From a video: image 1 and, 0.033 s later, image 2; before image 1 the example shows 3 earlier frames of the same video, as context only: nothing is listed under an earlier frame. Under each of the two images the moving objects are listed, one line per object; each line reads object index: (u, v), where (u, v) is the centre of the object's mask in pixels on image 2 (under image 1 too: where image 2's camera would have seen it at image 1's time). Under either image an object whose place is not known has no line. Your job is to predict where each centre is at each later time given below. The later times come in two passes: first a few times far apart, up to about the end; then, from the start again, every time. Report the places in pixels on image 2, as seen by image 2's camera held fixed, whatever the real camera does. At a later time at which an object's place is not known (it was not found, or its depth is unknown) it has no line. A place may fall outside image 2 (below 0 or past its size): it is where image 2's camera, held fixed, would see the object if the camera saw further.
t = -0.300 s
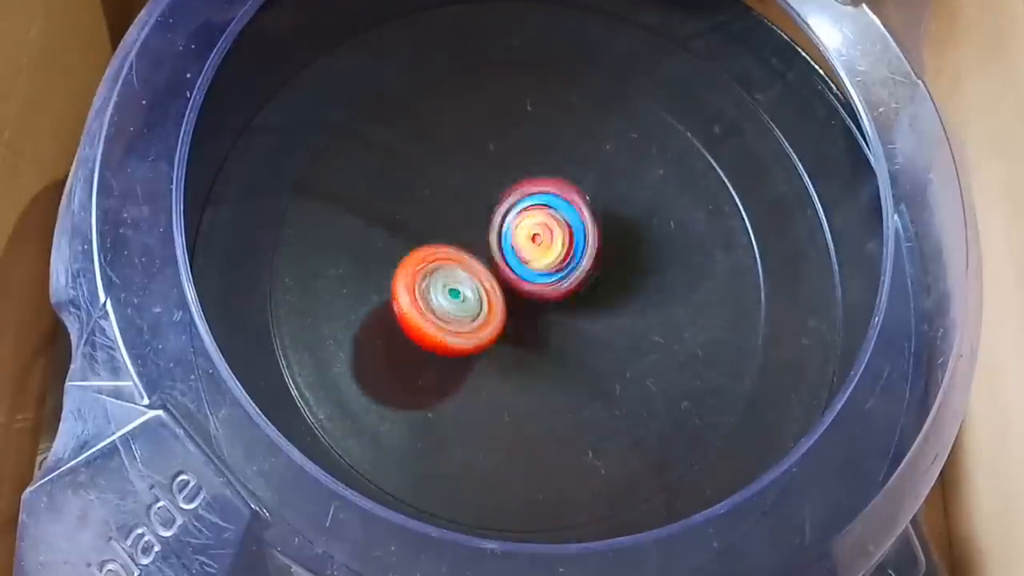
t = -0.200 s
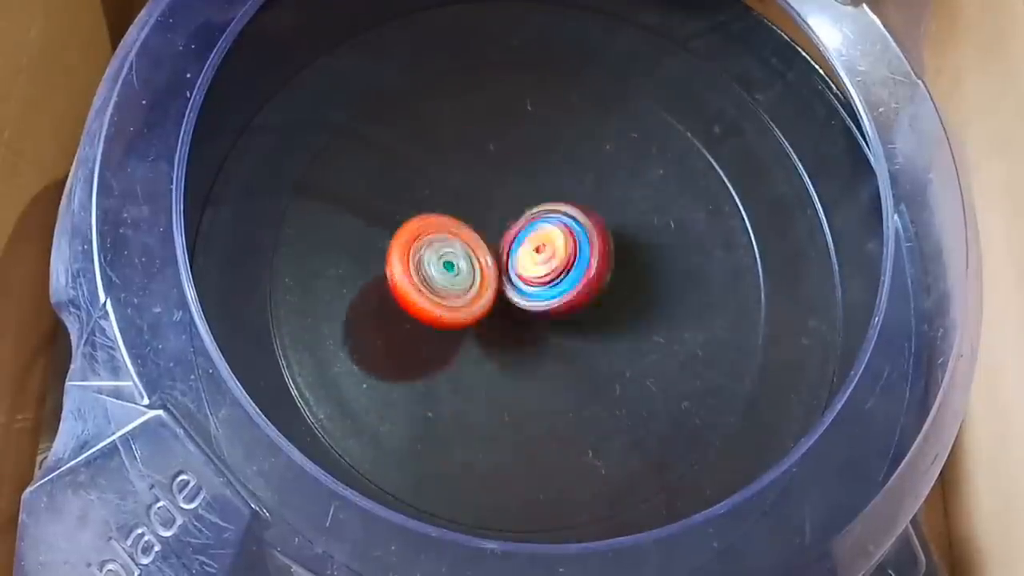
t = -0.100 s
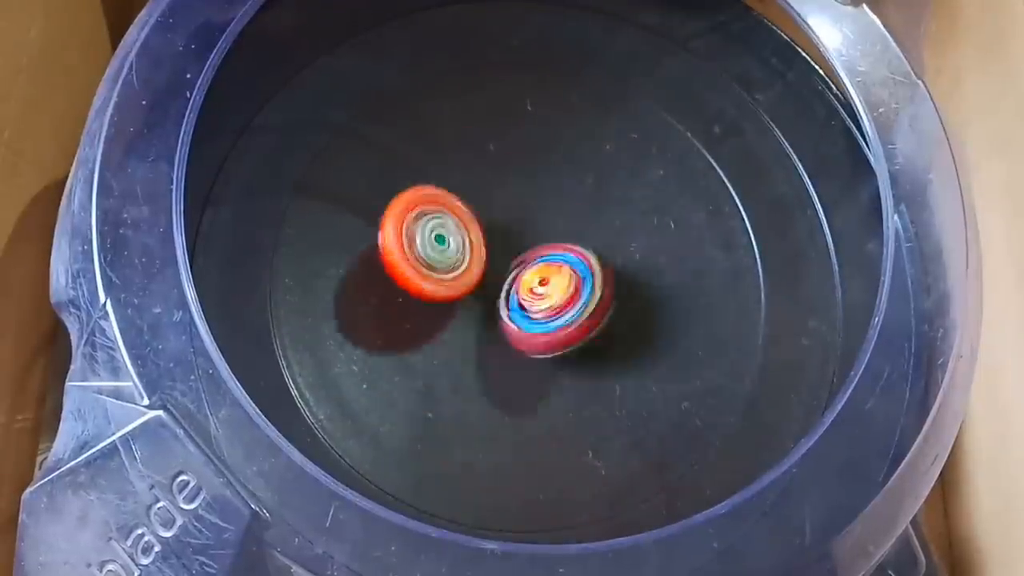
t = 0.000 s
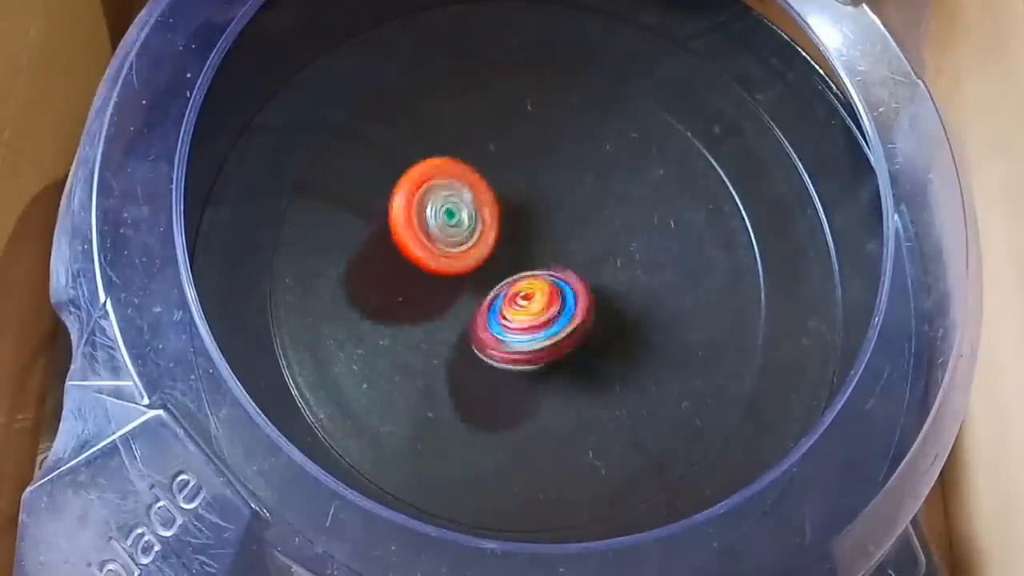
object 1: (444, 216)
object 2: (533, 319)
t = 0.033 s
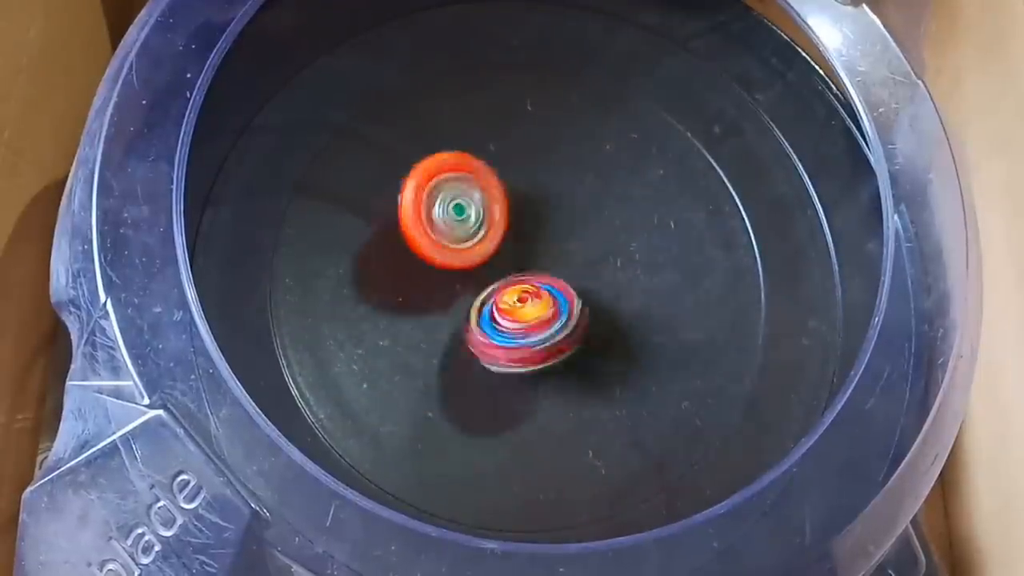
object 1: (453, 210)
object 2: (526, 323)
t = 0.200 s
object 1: (504, 190)
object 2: (487, 321)
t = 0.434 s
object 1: (605, 225)
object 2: (451, 267)
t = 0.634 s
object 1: (674, 290)
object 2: (480, 208)
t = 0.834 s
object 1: (637, 359)
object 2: (551, 227)
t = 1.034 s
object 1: (500, 410)
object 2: (587, 264)
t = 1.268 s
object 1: (377, 328)
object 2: (538, 291)
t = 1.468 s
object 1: (389, 213)
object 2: (475, 297)
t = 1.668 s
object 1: (481, 133)
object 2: (457, 295)
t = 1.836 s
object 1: (574, 138)
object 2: (465, 293)
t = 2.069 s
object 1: (642, 250)
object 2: (465, 293)
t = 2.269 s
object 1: (580, 357)
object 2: (465, 293)
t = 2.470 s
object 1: (476, 407)
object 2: (458, 280)
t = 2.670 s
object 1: (434, 385)
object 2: (471, 291)
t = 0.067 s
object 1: (461, 203)
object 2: (517, 324)
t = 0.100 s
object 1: (472, 199)
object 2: (507, 326)
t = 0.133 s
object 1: (482, 193)
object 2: (498, 326)
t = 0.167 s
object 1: (493, 192)
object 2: (493, 324)
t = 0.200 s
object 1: (504, 190)
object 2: (487, 321)
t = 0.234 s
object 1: (514, 193)
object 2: (479, 315)
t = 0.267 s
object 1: (524, 196)
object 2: (476, 313)
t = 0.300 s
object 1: (534, 199)
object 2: (475, 307)
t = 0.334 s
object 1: (545, 207)
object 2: (473, 298)
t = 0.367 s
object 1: (554, 214)
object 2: (471, 289)
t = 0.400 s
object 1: (582, 219)
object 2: (462, 283)
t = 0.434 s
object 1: (605, 225)
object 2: (451, 267)
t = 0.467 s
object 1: (625, 231)
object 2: (450, 257)
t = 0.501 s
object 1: (639, 242)
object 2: (449, 240)
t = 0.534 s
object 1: (654, 252)
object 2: (454, 234)
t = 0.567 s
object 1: (663, 264)
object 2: (460, 221)
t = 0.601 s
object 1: (671, 277)
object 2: (468, 215)
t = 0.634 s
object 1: (674, 290)
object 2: (480, 208)
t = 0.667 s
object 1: (676, 303)
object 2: (489, 210)
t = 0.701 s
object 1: (674, 316)
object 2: (503, 206)
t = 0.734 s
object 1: (668, 328)
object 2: (512, 209)
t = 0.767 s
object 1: (661, 339)
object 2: (530, 212)
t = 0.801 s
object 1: (649, 350)
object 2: (536, 221)
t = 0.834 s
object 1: (637, 359)
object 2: (551, 227)
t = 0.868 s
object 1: (620, 366)
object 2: (558, 237)
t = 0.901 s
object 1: (604, 371)
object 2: (570, 246)
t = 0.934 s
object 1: (585, 374)
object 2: (571, 260)
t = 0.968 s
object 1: (558, 388)
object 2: (581, 261)
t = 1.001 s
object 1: (529, 399)
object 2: (589, 262)
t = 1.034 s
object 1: (500, 410)
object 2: (587, 264)
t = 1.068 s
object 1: (476, 408)
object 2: (588, 265)
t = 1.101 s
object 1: (455, 402)
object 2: (585, 275)
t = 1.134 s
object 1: (434, 391)
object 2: (577, 279)
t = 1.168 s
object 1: (415, 378)
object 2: (570, 280)
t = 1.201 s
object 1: (398, 363)
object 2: (561, 284)
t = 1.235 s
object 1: (386, 346)
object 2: (550, 290)
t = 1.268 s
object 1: (377, 328)
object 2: (538, 291)
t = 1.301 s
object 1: (370, 308)
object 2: (528, 292)
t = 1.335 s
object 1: (368, 290)
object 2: (513, 295)
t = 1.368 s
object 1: (369, 270)
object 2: (501, 296)
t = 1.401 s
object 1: (373, 251)
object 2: (490, 295)
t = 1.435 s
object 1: (382, 233)
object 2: (483, 295)
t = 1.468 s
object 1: (389, 213)
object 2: (475, 297)
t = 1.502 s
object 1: (399, 191)
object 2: (468, 301)
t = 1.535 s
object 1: (413, 176)
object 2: (462, 300)
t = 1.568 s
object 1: (429, 161)
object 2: (460, 299)
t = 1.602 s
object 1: (446, 151)
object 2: (458, 298)
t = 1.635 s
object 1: (463, 140)
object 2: (456, 296)
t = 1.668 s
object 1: (481, 133)
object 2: (457, 295)
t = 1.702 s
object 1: (499, 127)
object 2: (459, 293)
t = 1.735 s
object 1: (519, 126)
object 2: (461, 293)
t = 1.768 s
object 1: (538, 126)
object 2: (463, 293)
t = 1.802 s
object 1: (557, 130)
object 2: (465, 293)
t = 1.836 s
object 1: (574, 138)
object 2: (465, 293)
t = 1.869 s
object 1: (591, 147)
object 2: (465, 292)
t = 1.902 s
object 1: (606, 160)
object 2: (465, 293)
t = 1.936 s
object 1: (618, 175)
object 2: (465, 293)
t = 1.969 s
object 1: (629, 192)
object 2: (465, 293)
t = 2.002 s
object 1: (637, 209)
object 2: (465, 293)
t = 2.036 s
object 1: (641, 230)
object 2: (465, 293)
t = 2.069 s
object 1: (642, 250)
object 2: (465, 293)
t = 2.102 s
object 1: (640, 270)
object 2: (465, 293)
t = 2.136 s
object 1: (635, 291)
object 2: (465, 293)
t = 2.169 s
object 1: (626, 310)
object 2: (465, 293)
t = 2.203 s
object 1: (614, 328)
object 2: (465, 293)
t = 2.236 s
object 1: (599, 344)
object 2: (465, 293)
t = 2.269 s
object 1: (580, 357)
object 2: (465, 293)
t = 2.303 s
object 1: (561, 368)
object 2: (465, 292)
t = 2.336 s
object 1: (542, 380)
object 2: (464, 291)
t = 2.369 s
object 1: (524, 391)
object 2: (463, 286)
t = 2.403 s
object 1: (506, 398)
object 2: (461, 283)
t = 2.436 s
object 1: (490, 403)
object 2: (459, 281)
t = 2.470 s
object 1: (476, 407)
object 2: (458, 280)
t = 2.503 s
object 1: (467, 409)
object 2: (459, 281)
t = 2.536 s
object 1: (459, 409)
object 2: (460, 282)
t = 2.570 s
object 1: (453, 406)
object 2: (462, 284)
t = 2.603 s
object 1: (447, 401)
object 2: (465, 287)
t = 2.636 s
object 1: (442, 392)
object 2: (467, 290)
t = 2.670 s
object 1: (434, 385)
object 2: (471, 291)
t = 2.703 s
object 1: (430, 381)
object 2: (476, 288)
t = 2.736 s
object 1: (431, 374)
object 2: (479, 286)
